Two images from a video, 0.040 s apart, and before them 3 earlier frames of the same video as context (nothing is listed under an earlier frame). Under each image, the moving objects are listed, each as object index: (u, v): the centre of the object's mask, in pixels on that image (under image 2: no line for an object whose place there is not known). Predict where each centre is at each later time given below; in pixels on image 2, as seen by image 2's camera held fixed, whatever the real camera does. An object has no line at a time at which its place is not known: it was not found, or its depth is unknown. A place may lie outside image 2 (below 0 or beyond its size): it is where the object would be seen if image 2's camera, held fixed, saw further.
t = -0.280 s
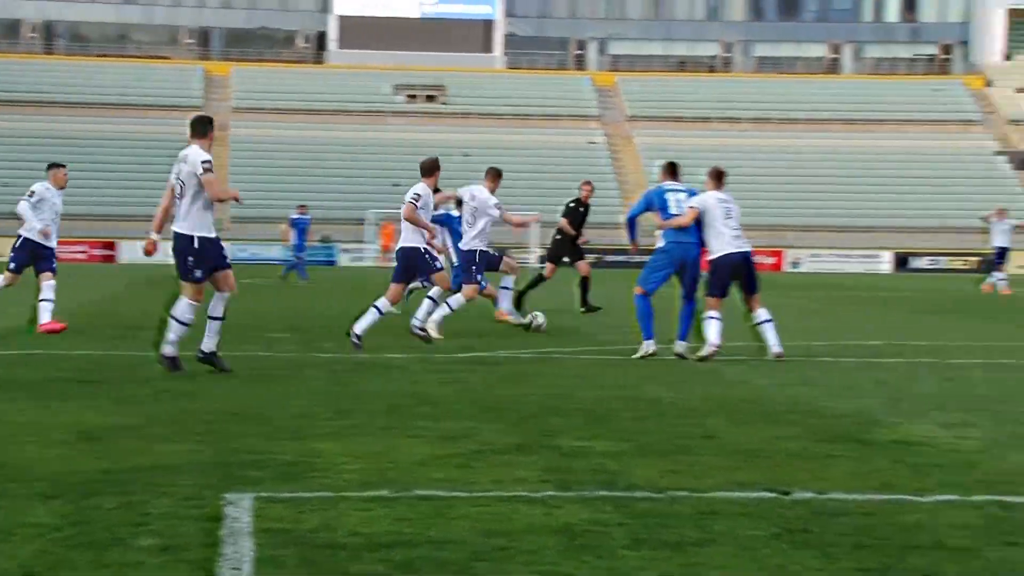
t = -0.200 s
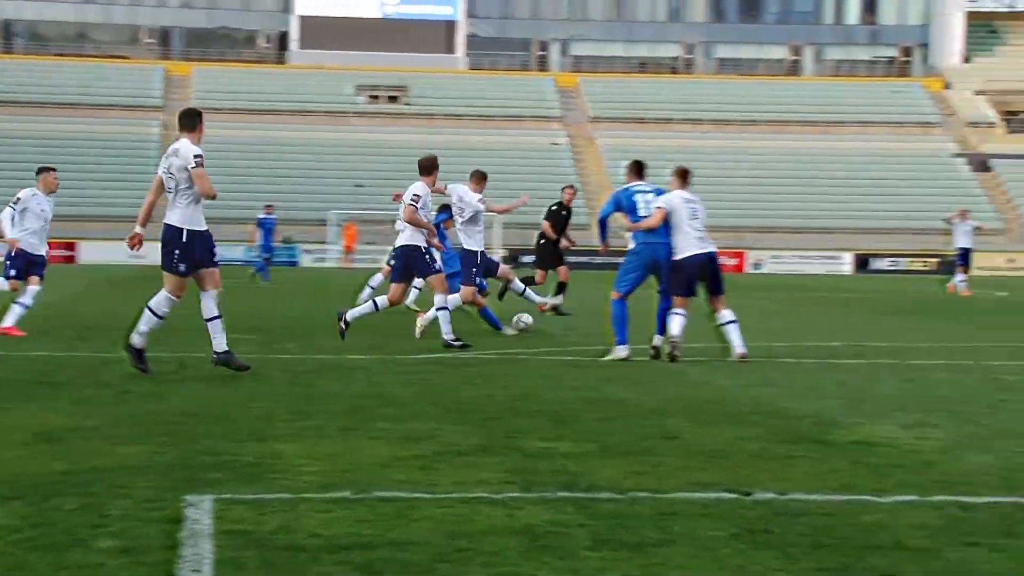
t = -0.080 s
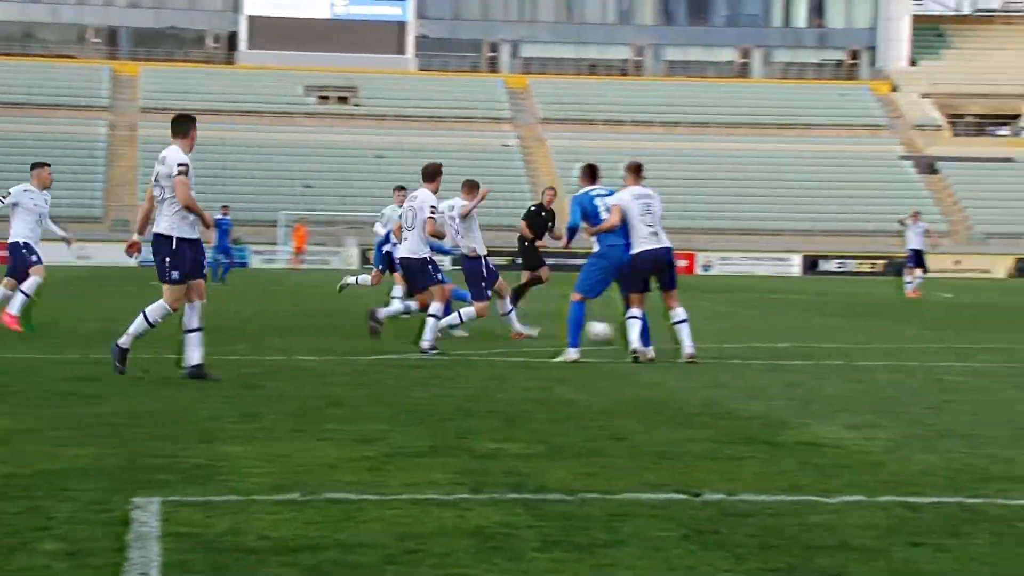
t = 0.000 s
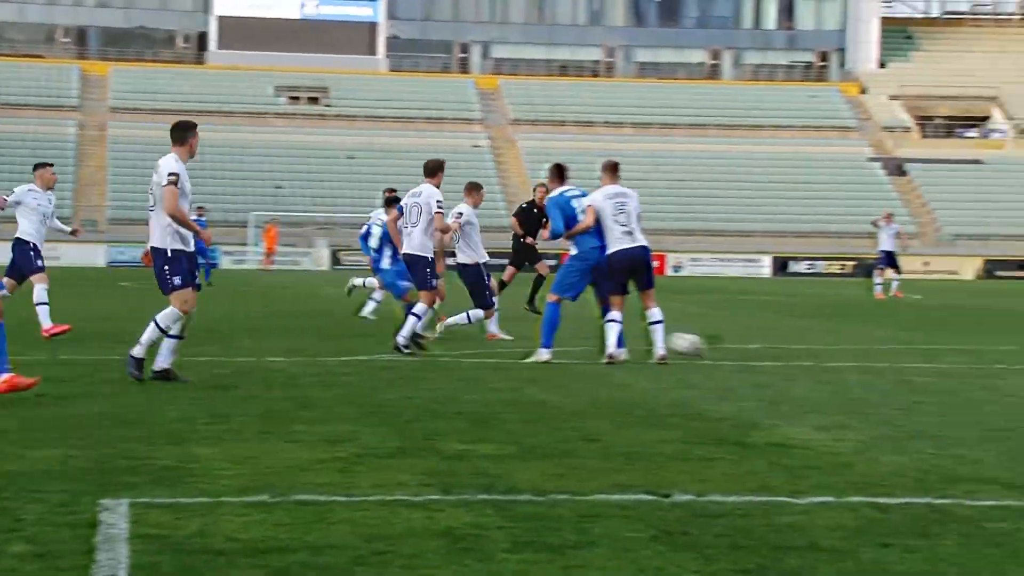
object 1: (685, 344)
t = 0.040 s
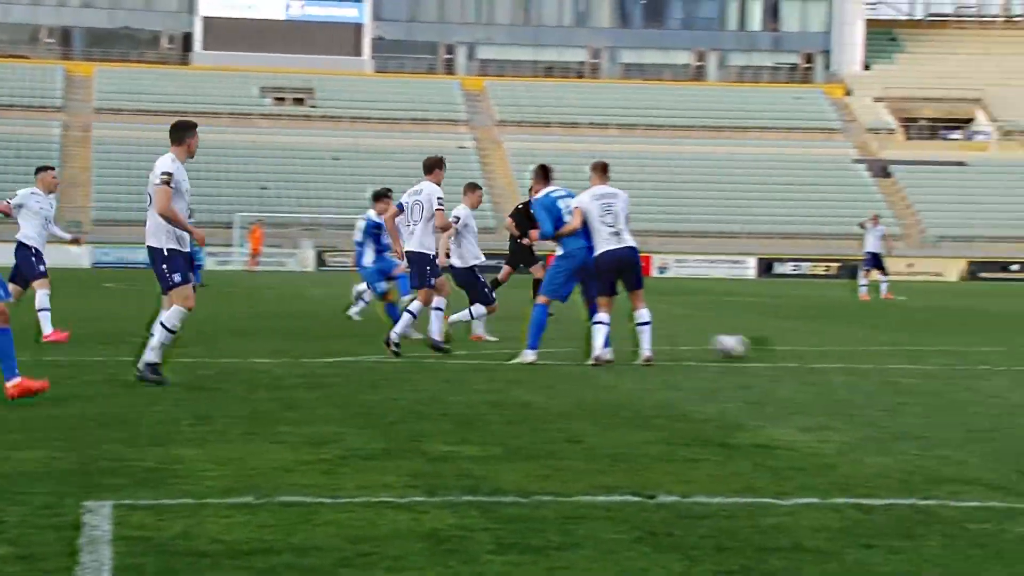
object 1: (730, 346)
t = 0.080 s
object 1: (789, 348)
